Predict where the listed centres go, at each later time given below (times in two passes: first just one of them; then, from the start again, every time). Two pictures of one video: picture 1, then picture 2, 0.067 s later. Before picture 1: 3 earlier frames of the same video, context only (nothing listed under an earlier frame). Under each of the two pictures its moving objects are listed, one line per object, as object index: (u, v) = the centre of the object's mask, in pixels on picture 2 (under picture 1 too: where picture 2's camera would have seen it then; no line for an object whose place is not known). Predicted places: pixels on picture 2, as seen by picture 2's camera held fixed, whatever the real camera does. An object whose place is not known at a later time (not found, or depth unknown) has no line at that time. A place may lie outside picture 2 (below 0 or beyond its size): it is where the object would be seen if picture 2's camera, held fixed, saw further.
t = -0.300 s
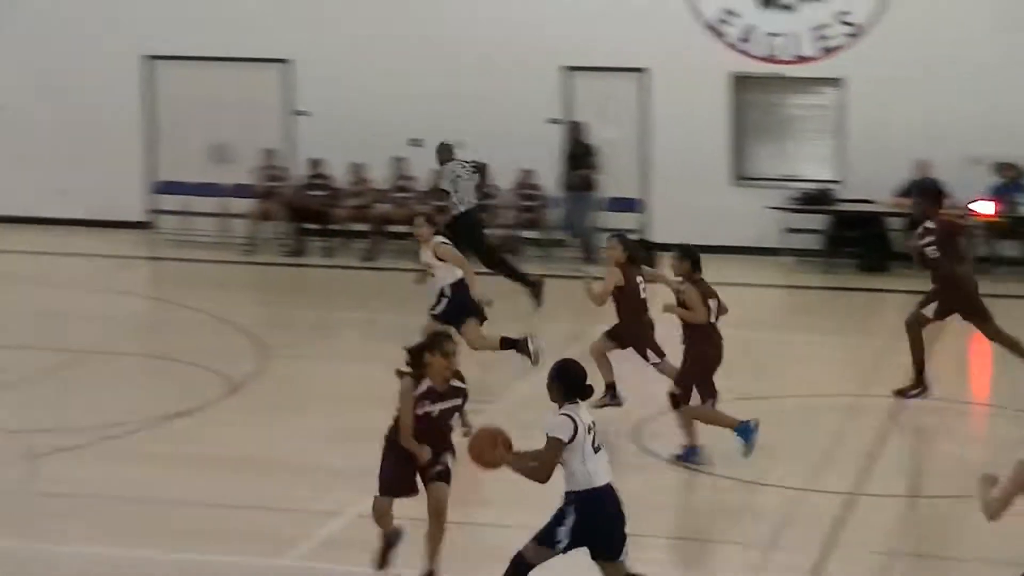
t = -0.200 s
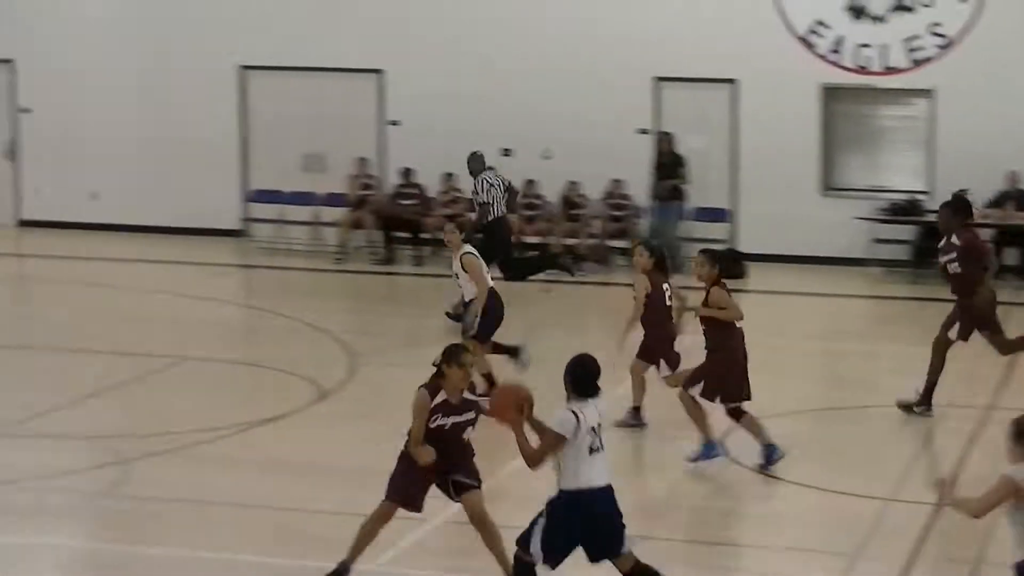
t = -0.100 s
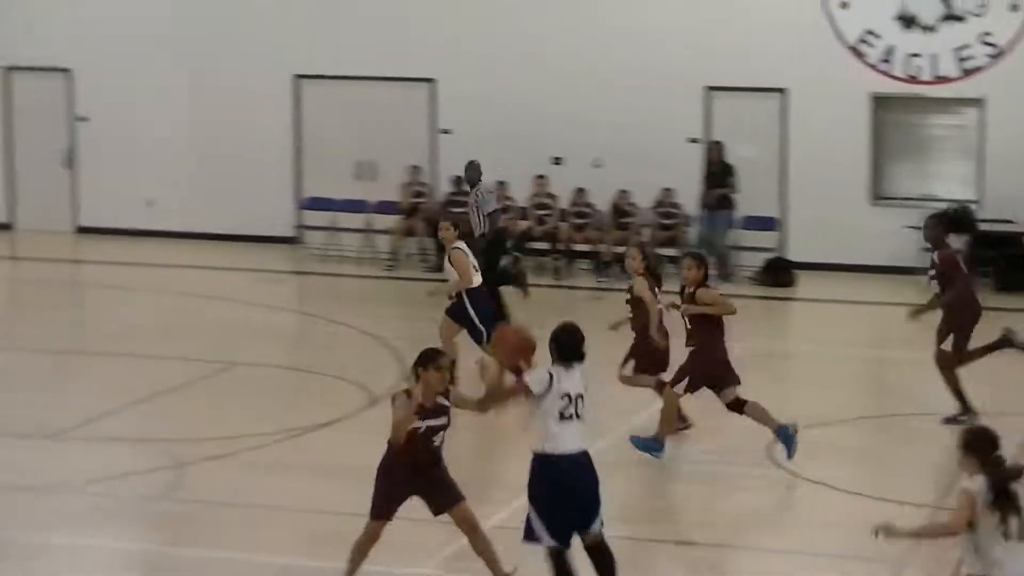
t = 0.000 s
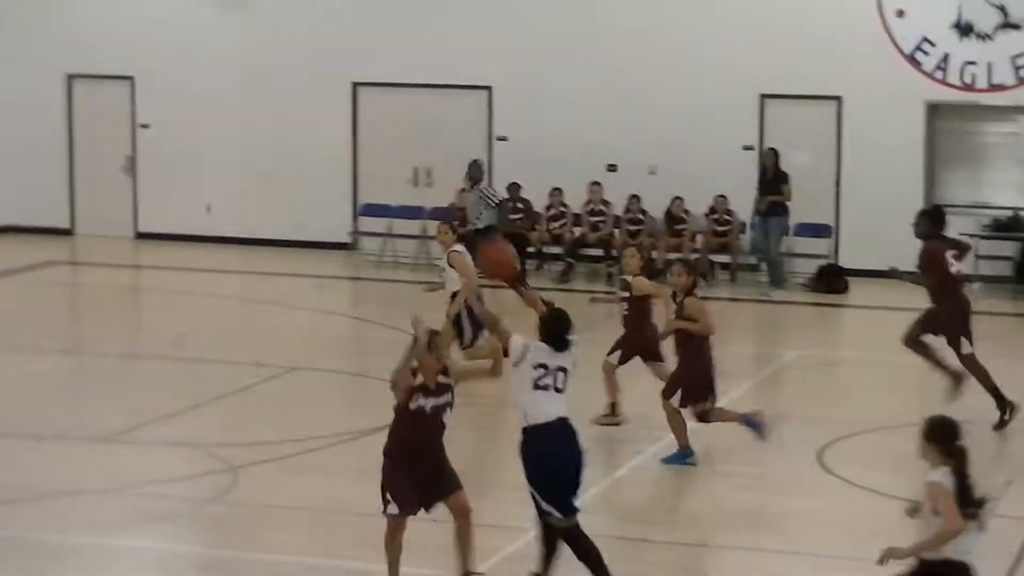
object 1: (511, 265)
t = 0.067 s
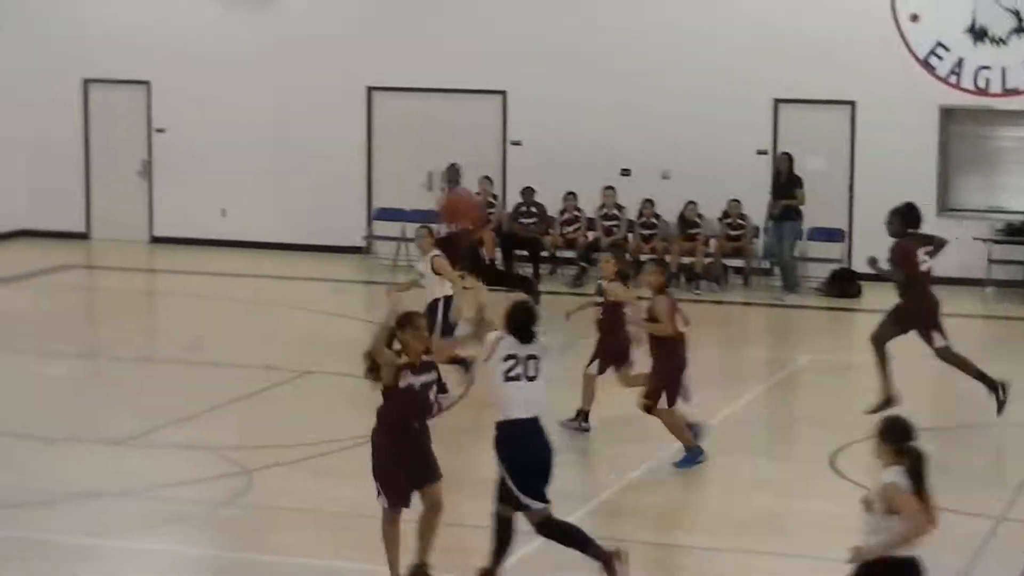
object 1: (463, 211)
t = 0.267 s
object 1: (322, 93)
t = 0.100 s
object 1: (433, 183)
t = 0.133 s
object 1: (409, 162)
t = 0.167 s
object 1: (386, 140)
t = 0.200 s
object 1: (364, 123)
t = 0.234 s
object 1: (342, 107)
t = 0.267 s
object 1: (322, 93)
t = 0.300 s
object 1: (301, 82)
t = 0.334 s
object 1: (281, 71)
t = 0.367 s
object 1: (262, 64)
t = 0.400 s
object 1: (244, 59)
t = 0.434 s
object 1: (226, 54)
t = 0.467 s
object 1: (209, 52)
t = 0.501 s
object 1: (195, 52)
